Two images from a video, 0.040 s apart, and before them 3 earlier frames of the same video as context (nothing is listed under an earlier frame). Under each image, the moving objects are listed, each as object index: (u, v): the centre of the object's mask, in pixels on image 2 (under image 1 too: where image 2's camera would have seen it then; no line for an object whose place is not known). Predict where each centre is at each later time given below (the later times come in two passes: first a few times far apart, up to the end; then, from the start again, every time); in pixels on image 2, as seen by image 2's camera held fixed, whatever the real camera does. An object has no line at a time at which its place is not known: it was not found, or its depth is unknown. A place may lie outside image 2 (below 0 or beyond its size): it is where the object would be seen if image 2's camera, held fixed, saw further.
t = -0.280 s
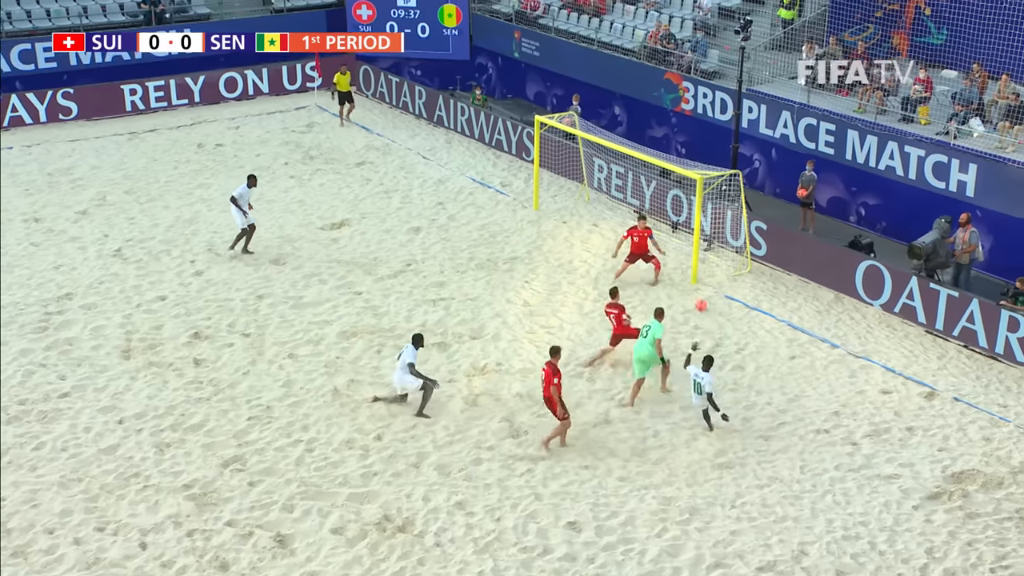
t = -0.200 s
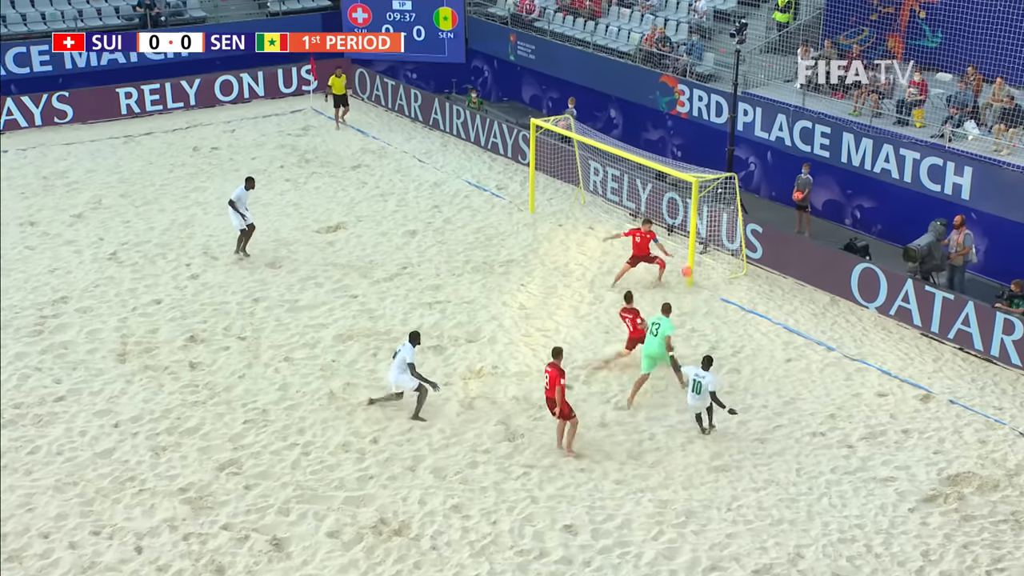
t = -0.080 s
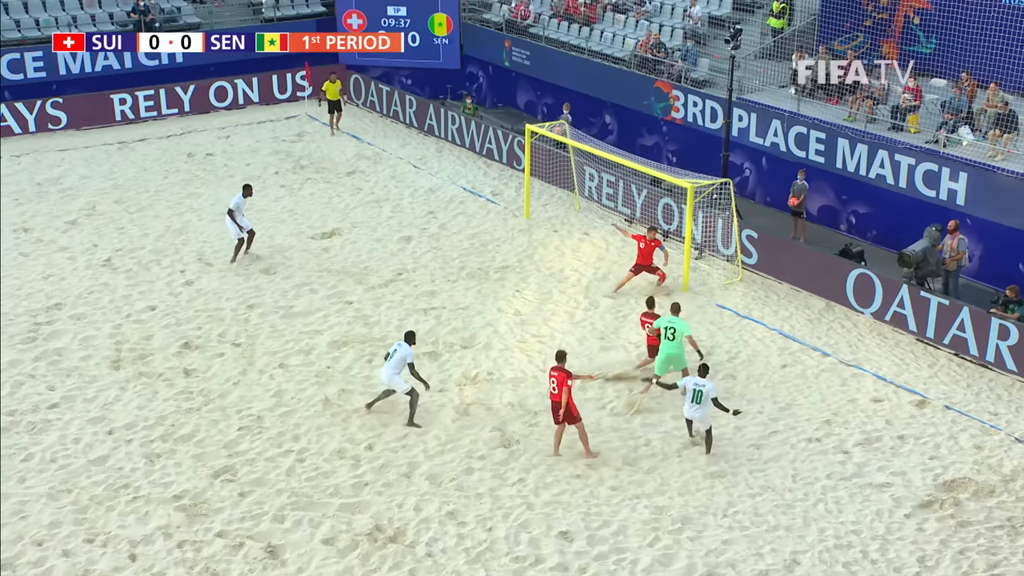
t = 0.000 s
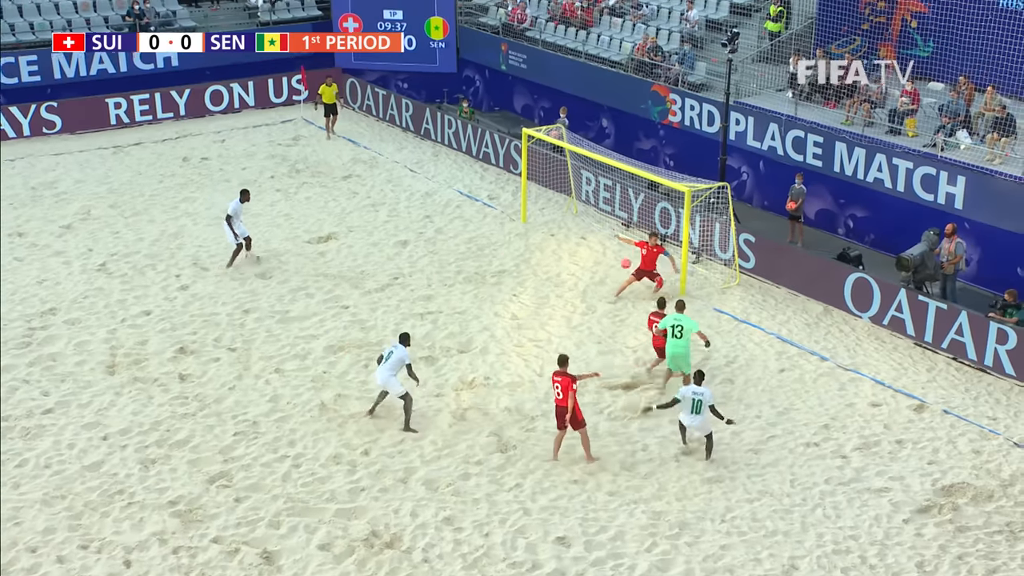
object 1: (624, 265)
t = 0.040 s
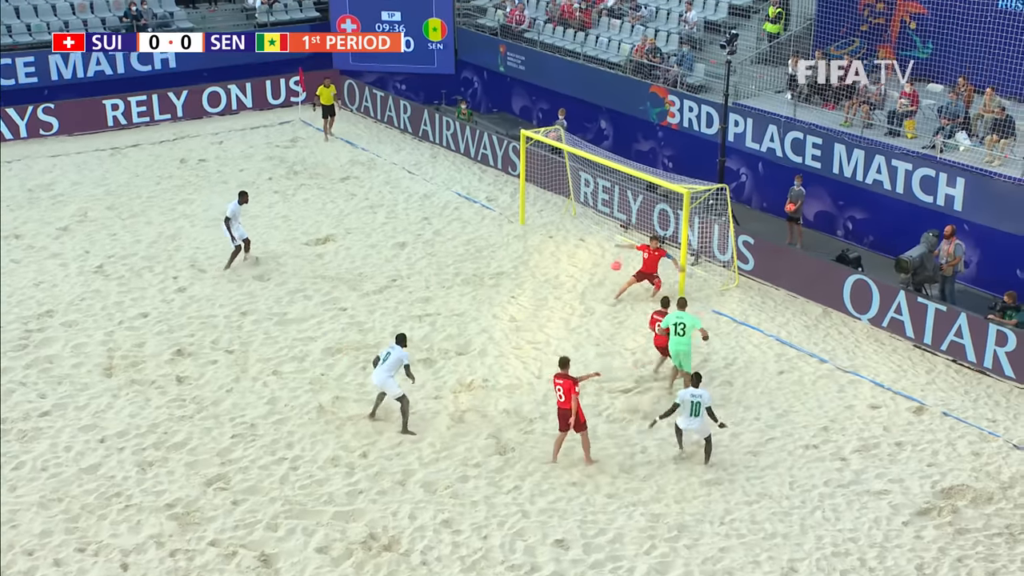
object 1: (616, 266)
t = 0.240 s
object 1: (585, 261)
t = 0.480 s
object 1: (560, 246)
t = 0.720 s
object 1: (540, 233)
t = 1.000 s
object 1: (526, 226)
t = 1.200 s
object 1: (521, 222)
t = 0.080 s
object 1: (608, 266)
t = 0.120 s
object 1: (600, 267)
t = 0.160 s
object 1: (594, 267)
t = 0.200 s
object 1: (590, 263)
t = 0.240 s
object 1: (585, 261)
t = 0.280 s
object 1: (580, 259)
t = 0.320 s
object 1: (576, 257)
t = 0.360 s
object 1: (572, 254)
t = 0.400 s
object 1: (568, 251)
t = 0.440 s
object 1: (563, 248)
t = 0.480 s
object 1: (560, 246)
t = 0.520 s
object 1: (556, 244)
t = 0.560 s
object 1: (553, 241)
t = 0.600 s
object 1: (549, 239)
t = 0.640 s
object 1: (546, 238)
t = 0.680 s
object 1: (543, 235)
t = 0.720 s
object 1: (540, 233)
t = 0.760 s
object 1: (537, 231)
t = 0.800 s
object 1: (535, 230)
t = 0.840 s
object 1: (532, 229)
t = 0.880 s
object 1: (529, 229)
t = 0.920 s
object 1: (527, 228)
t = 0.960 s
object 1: (526, 227)
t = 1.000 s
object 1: (526, 226)
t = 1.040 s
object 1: (525, 224)
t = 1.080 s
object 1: (524, 224)
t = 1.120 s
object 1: (523, 222)
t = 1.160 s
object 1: (522, 222)
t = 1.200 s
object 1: (521, 222)
